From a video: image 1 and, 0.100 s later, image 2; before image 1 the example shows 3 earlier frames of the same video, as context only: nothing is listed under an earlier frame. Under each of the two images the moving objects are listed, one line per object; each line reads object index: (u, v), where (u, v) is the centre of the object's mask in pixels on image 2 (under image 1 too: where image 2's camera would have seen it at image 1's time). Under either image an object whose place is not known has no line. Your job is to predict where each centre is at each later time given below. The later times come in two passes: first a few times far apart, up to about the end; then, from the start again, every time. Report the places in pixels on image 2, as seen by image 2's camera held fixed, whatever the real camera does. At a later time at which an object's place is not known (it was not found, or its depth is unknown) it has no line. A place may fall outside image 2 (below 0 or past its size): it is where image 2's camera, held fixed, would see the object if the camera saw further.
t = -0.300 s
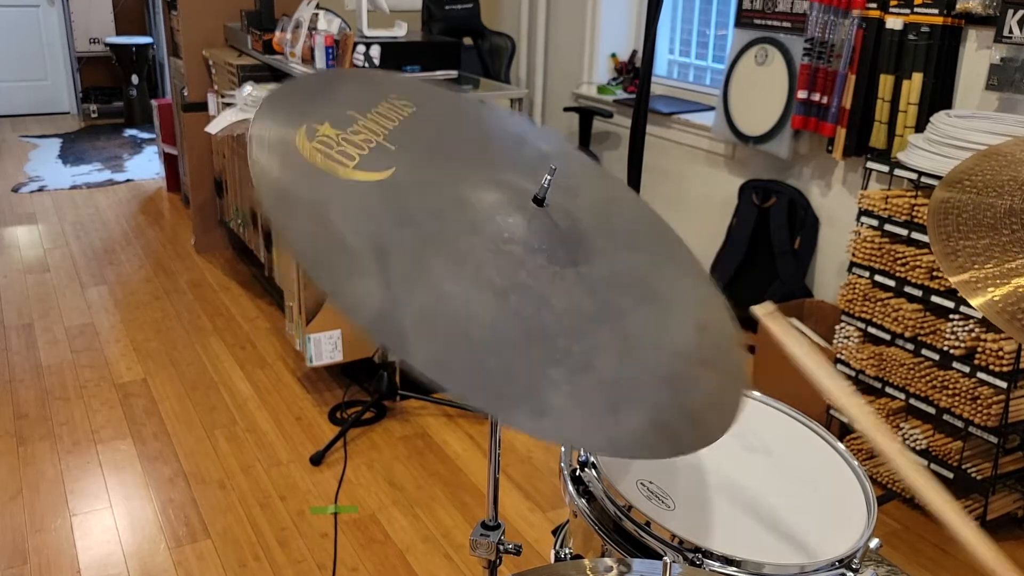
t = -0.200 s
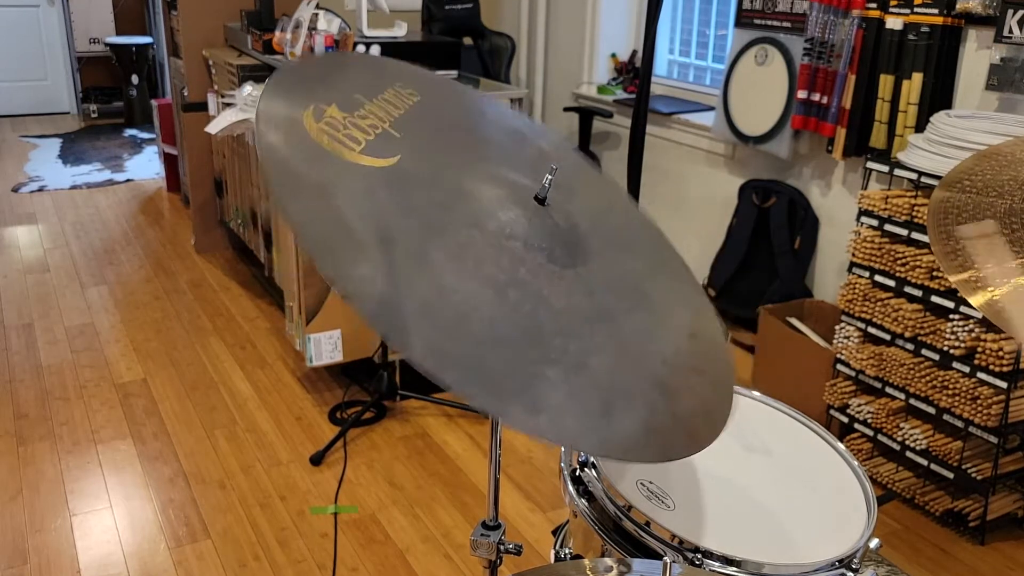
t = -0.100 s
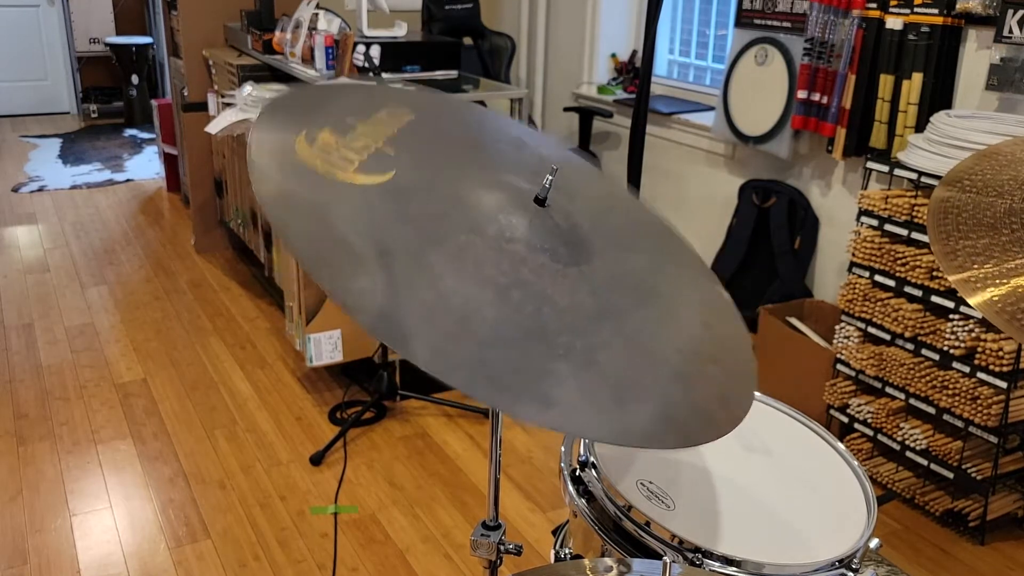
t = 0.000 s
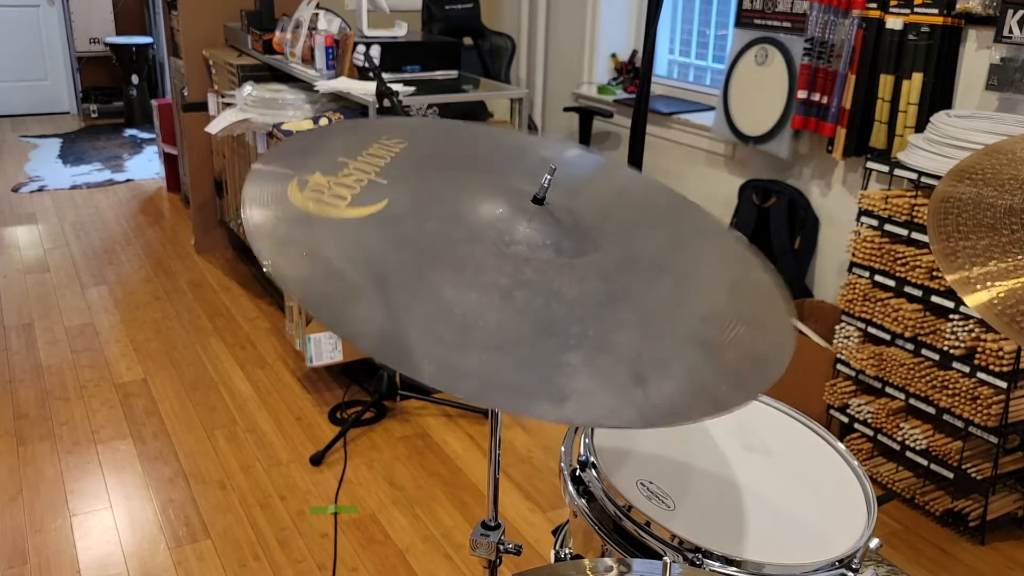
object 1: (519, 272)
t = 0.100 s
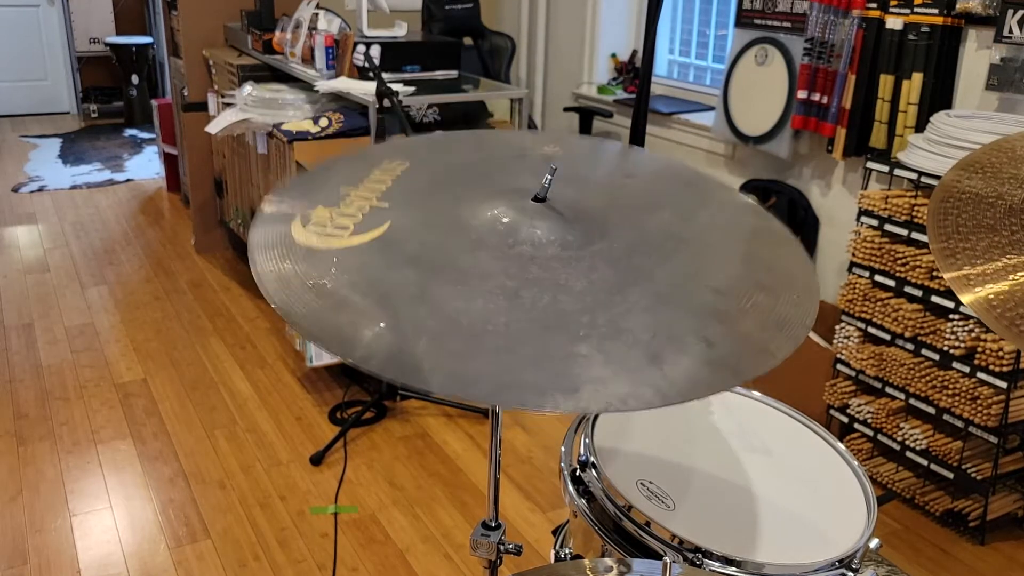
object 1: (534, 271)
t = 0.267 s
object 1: (539, 271)
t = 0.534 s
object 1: (504, 265)
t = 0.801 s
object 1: (518, 272)
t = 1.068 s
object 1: (526, 273)
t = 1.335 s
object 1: (507, 269)
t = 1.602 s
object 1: (517, 272)
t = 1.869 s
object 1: (512, 270)
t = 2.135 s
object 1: (513, 271)
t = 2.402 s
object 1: (512, 271)
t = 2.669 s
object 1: (513, 271)
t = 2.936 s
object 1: (513, 271)
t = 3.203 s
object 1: (513, 271)
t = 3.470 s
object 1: (513, 271)
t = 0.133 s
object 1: (537, 272)
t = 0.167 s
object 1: (539, 273)
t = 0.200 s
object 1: (541, 272)
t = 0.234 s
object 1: (541, 271)
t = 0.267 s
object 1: (539, 271)
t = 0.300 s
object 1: (535, 271)
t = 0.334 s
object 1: (529, 272)
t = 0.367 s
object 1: (525, 273)
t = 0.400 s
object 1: (521, 273)
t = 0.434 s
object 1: (518, 272)
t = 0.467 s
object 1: (512, 270)
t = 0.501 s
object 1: (508, 267)
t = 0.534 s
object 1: (504, 265)
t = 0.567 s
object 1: (502, 264)
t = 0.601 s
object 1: (502, 265)
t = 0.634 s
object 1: (504, 265)
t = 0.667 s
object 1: (506, 267)
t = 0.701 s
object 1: (509, 269)
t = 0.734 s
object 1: (511, 270)
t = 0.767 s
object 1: (514, 271)
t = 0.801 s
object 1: (518, 272)
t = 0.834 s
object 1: (522, 272)
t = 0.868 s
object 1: (525, 272)
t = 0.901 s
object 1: (527, 272)
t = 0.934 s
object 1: (527, 273)
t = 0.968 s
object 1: (527, 273)
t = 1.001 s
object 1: (526, 273)
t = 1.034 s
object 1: (527, 273)
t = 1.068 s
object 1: (526, 273)
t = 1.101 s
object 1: (524, 273)
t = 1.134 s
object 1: (520, 272)
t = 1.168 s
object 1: (517, 272)
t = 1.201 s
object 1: (513, 271)
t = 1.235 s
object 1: (510, 270)
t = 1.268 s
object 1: (509, 269)
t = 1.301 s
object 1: (507, 269)
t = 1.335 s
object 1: (507, 269)
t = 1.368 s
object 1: (508, 269)
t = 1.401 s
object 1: (509, 269)
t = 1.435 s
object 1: (511, 269)
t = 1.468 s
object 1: (513, 270)
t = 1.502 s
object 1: (515, 271)
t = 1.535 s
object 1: (516, 272)
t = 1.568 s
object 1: (517, 272)
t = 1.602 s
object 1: (517, 272)
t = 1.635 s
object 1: (518, 272)
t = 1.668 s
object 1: (519, 272)
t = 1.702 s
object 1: (519, 272)
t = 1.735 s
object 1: (518, 272)
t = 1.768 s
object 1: (516, 272)
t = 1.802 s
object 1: (514, 272)
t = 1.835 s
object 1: (513, 271)
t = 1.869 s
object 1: (512, 270)
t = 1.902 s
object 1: (511, 270)
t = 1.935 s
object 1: (511, 270)
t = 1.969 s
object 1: (511, 271)
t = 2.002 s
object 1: (512, 271)
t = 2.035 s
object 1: (513, 270)
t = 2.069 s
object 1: (513, 270)
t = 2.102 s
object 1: (514, 270)
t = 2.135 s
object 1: (513, 271)
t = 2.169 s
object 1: (514, 271)
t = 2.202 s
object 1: (514, 272)
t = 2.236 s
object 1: (514, 272)
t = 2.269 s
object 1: (515, 271)
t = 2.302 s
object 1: (514, 271)
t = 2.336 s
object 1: (513, 271)
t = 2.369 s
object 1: (513, 271)
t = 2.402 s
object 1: (512, 271)
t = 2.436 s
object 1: (512, 271)
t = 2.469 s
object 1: (512, 271)
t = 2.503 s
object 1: (512, 271)
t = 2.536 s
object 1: (512, 271)
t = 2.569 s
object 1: (513, 271)
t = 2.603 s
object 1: (514, 271)
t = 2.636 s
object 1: (514, 271)
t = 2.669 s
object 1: (513, 271)
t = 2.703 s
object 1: (513, 271)
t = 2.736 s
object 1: (512, 271)
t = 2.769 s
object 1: (513, 271)
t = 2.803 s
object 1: (513, 271)
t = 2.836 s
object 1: (513, 271)
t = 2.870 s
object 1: (513, 271)
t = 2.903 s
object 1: (512, 271)
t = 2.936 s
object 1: (513, 271)
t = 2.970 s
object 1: (513, 271)
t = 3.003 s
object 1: (513, 271)
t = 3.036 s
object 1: (513, 271)
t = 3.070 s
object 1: (513, 271)
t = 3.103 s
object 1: (512, 271)
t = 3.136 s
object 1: (512, 271)
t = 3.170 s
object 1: (513, 271)
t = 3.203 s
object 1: (513, 271)
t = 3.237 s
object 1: (513, 271)
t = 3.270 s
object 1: (513, 271)
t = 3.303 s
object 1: (513, 271)
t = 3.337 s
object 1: (512, 271)
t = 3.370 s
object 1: (512, 271)
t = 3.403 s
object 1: (512, 271)
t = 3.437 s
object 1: (513, 271)
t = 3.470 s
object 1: (513, 271)
